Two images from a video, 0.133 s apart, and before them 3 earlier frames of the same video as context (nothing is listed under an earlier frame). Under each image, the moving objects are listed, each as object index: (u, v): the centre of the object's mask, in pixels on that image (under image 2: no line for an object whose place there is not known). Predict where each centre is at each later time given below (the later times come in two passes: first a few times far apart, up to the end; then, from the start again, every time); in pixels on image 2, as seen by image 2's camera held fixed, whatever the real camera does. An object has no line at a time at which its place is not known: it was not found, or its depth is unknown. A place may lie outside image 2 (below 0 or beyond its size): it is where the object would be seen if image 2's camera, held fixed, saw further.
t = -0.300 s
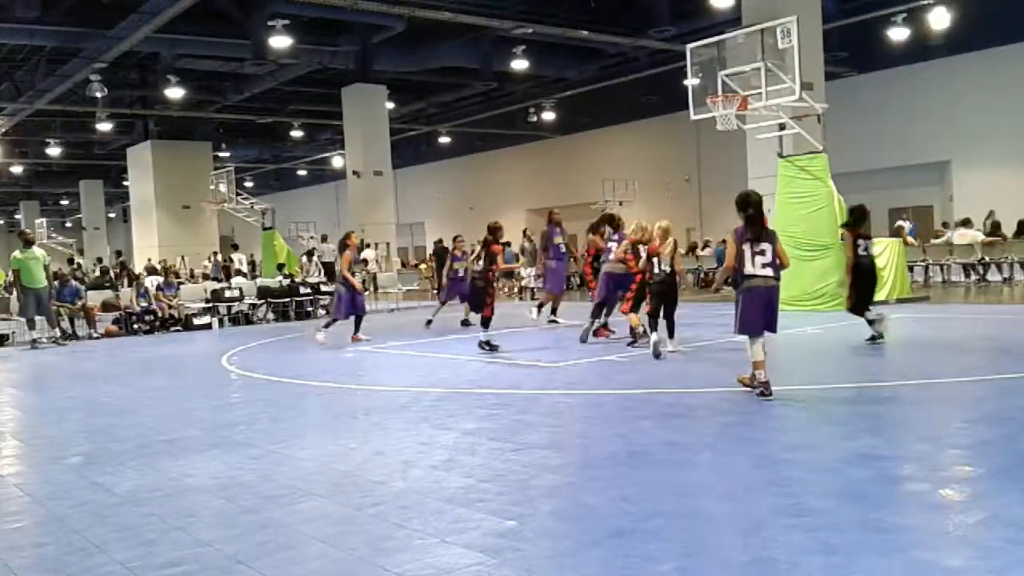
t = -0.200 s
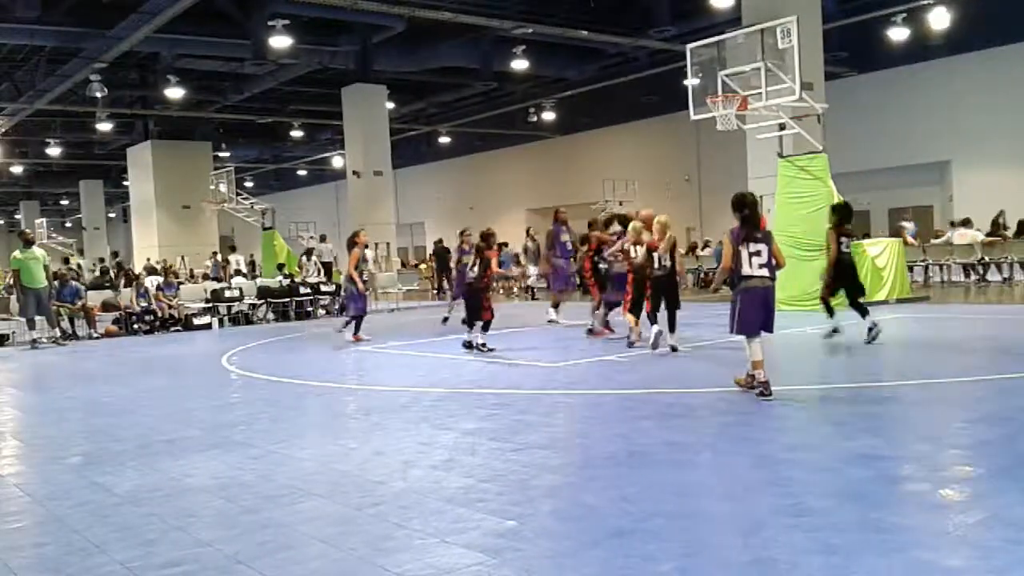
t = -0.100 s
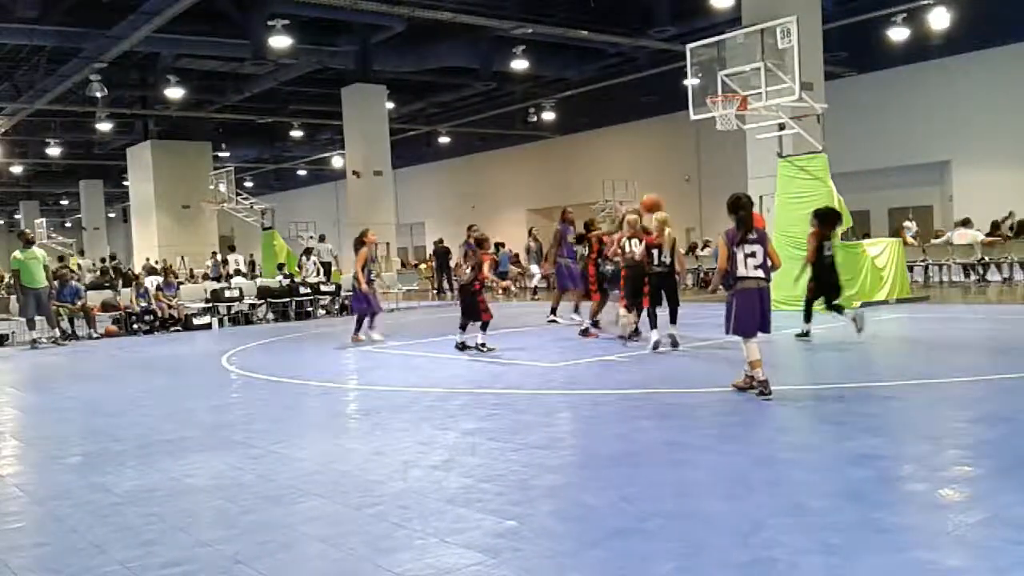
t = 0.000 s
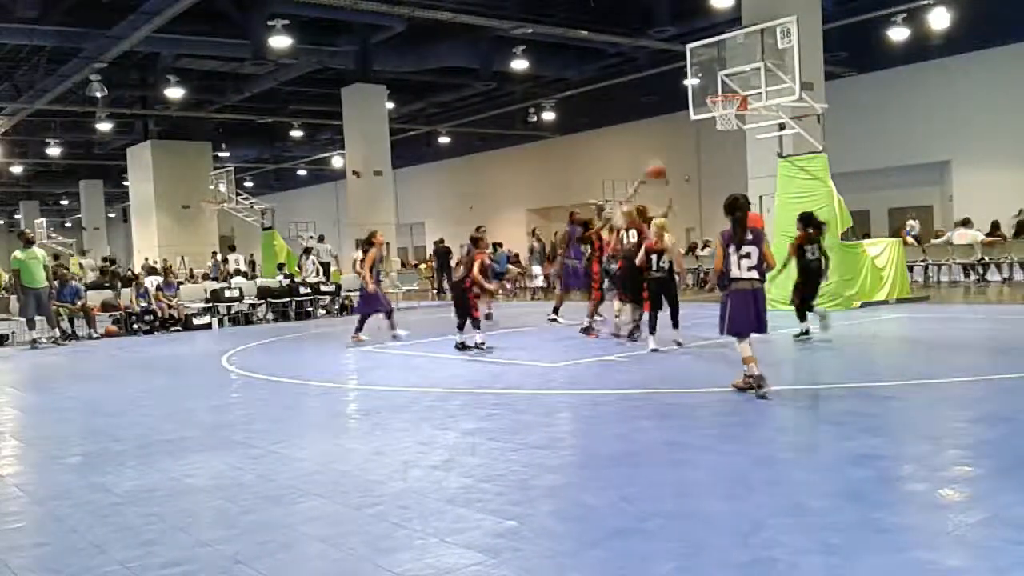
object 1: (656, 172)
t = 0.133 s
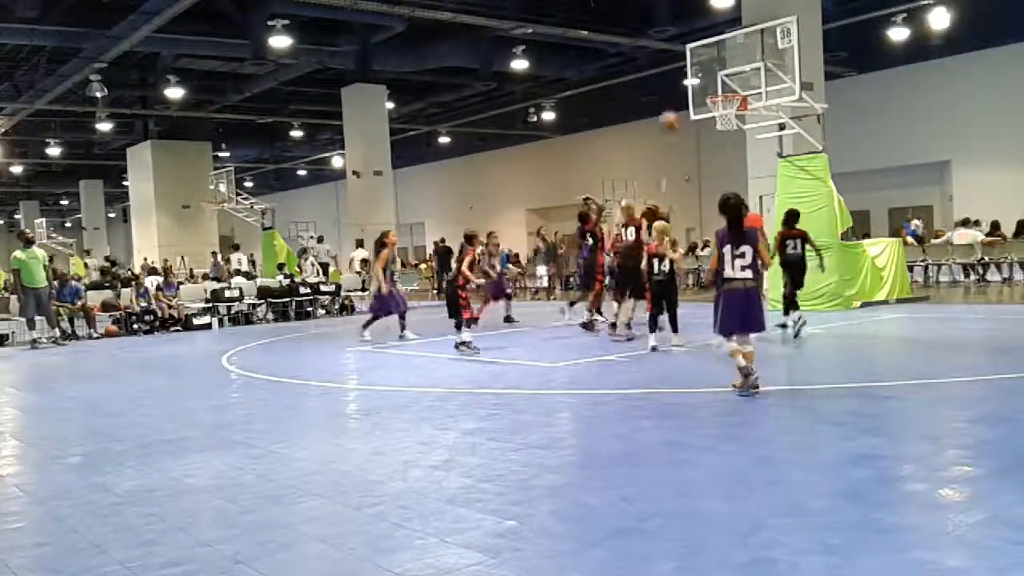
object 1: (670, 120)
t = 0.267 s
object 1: (678, 90)
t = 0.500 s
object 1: (698, 69)
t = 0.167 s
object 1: (671, 112)
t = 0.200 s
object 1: (674, 103)
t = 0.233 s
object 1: (676, 97)
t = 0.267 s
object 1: (678, 90)
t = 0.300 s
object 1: (680, 85)
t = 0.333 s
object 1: (683, 80)
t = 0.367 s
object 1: (685, 77)
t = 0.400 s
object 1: (689, 72)
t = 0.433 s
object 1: (692, 71)
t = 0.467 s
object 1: (694, 70)
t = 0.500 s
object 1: (698, 69)
